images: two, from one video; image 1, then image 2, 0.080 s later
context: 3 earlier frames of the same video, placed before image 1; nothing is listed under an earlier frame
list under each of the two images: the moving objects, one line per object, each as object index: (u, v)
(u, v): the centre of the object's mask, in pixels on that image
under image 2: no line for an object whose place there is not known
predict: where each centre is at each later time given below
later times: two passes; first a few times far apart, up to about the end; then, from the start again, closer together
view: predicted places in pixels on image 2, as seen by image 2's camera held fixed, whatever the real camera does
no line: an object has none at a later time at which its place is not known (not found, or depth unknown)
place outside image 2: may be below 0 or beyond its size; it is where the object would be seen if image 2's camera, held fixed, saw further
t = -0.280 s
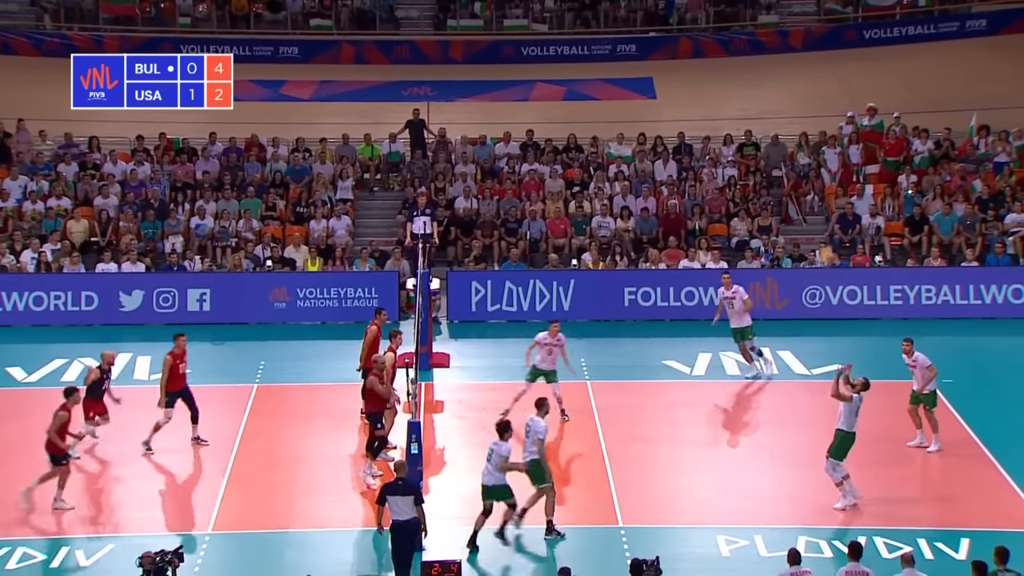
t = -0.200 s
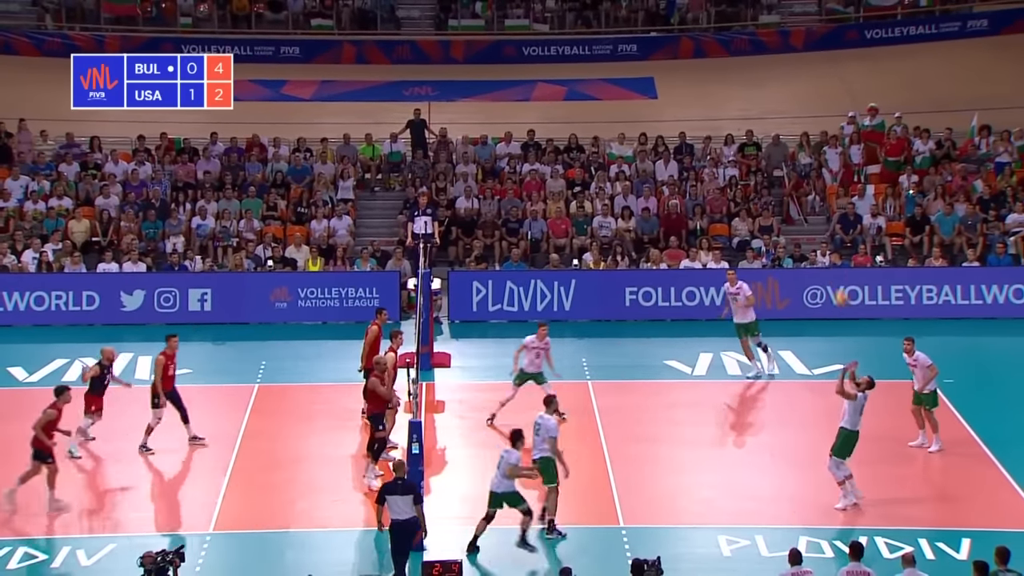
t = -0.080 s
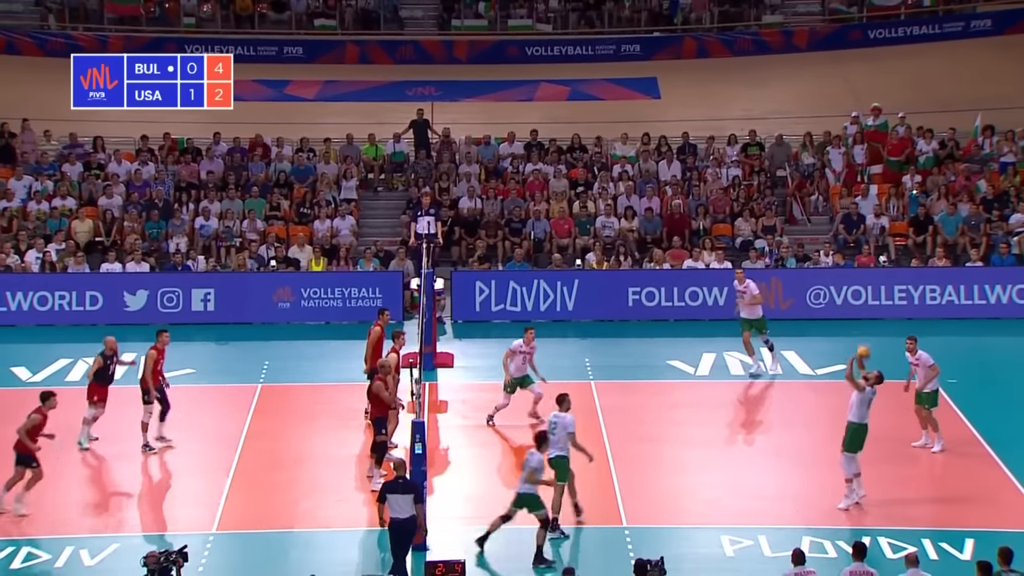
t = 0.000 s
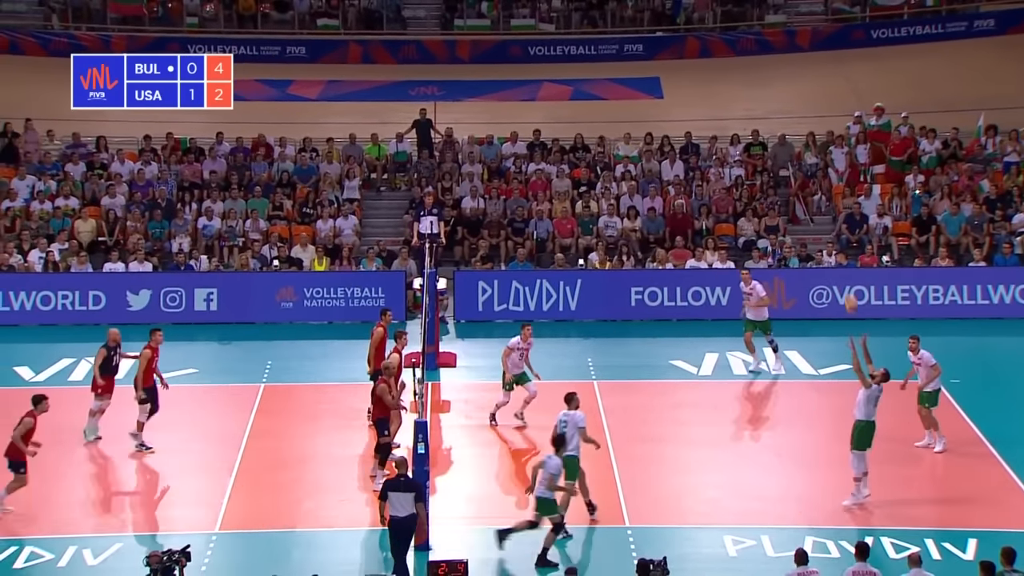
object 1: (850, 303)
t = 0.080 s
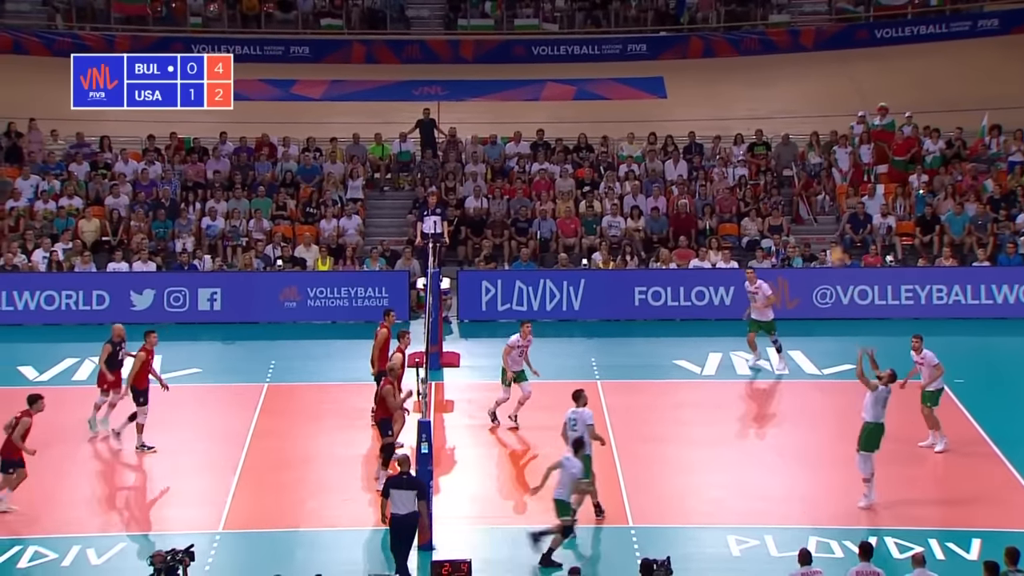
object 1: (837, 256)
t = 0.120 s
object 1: (828, 233)
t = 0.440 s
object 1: (762, 108)
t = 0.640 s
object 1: (721, 66)
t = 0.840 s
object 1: (682, 52)
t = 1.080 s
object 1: (637, 68)
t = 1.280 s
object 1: (601, 109)
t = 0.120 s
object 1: (828, 233)
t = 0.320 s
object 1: (785, 145)
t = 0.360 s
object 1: (778, 130)
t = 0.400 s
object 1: (770, 119)
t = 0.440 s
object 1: (762, 108)
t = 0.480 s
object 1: (754, 97)
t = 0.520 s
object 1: (745, 88)
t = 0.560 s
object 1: (737, 79)
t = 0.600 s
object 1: (728, 72)
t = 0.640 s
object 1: (721, 66)
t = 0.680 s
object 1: (713, 60)
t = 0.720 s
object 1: (705, 57)
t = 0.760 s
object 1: (698, 55)
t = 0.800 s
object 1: (690, 53)
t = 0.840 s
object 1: (682, 52)
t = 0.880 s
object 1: (675, 53)
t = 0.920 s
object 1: (667, 54)
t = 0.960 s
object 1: (660, 56)
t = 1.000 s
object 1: (652, 59)
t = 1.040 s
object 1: (645, 63)
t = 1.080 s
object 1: (637, 68)
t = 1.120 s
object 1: (630, 75)
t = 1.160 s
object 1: (623, 81)
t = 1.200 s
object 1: (616, 90)
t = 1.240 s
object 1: (609, 99)
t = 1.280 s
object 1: (601, 109)
